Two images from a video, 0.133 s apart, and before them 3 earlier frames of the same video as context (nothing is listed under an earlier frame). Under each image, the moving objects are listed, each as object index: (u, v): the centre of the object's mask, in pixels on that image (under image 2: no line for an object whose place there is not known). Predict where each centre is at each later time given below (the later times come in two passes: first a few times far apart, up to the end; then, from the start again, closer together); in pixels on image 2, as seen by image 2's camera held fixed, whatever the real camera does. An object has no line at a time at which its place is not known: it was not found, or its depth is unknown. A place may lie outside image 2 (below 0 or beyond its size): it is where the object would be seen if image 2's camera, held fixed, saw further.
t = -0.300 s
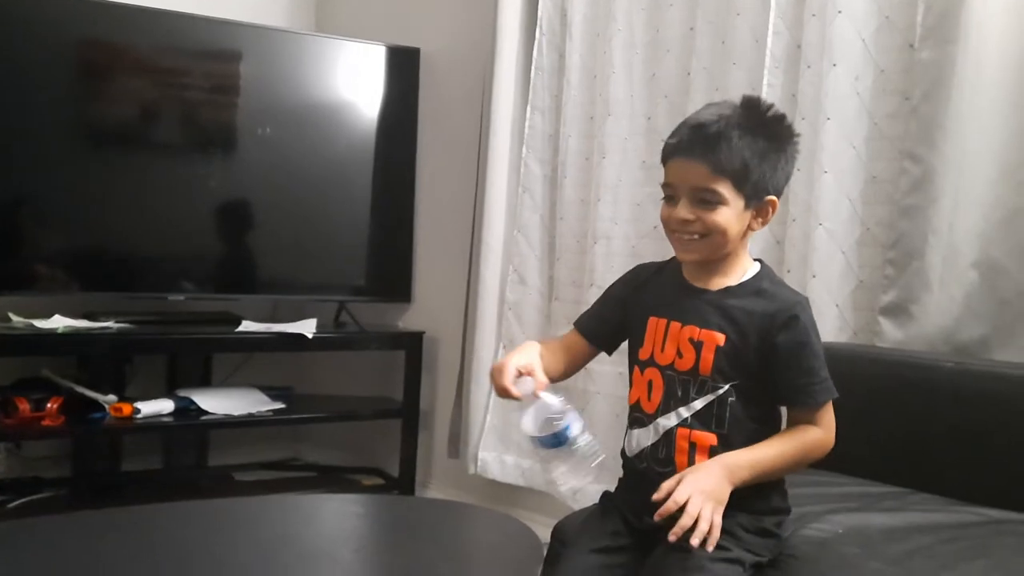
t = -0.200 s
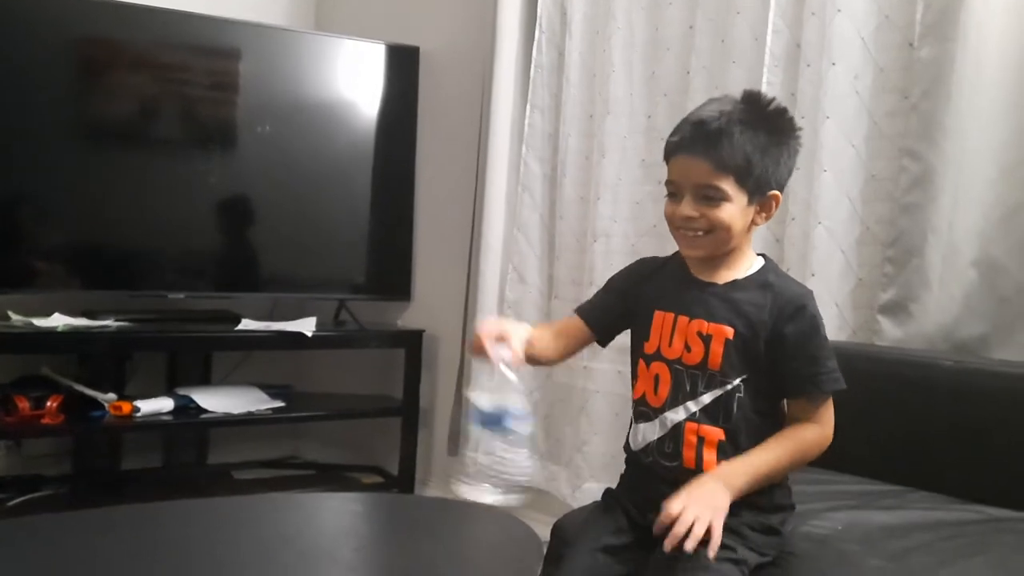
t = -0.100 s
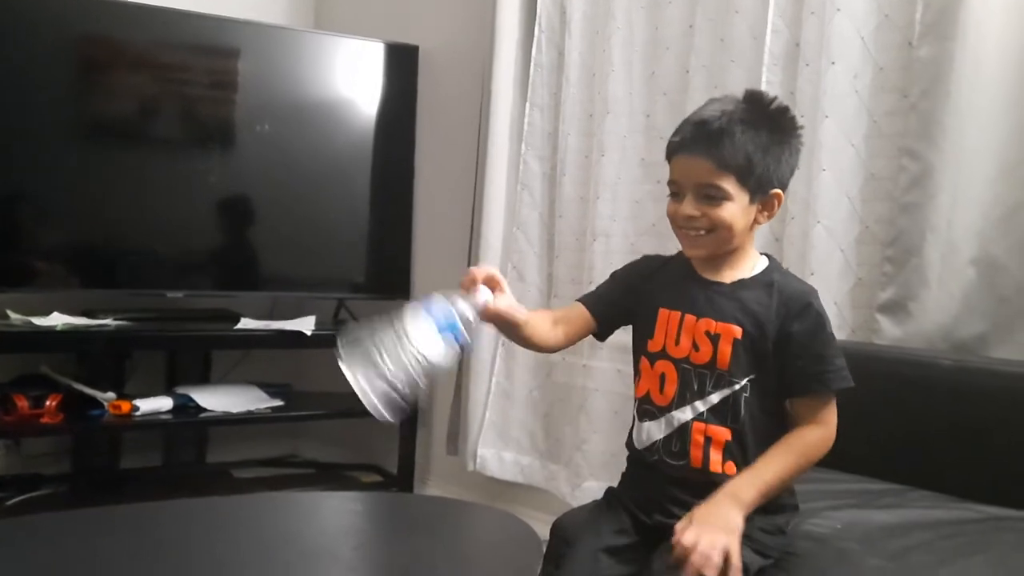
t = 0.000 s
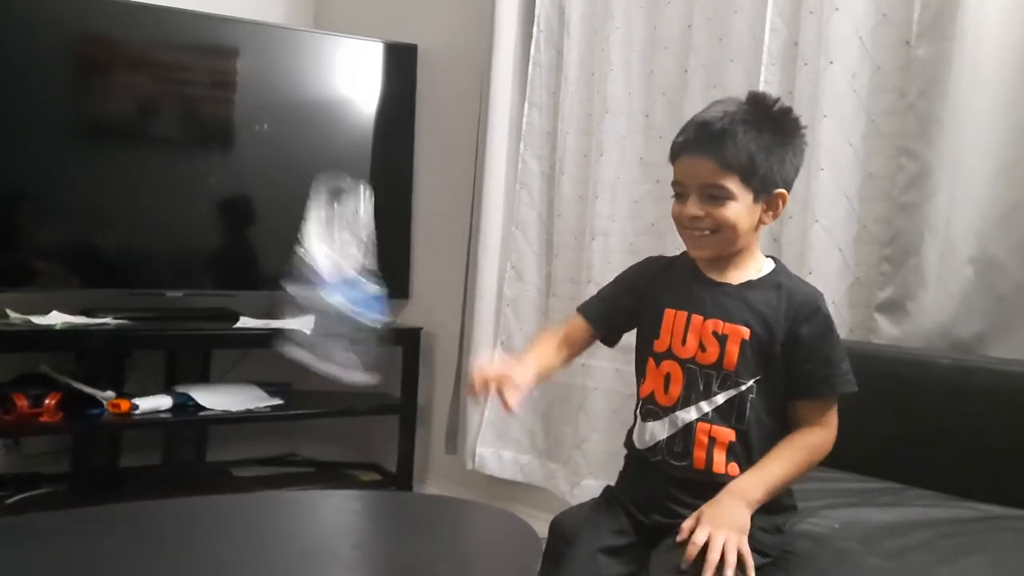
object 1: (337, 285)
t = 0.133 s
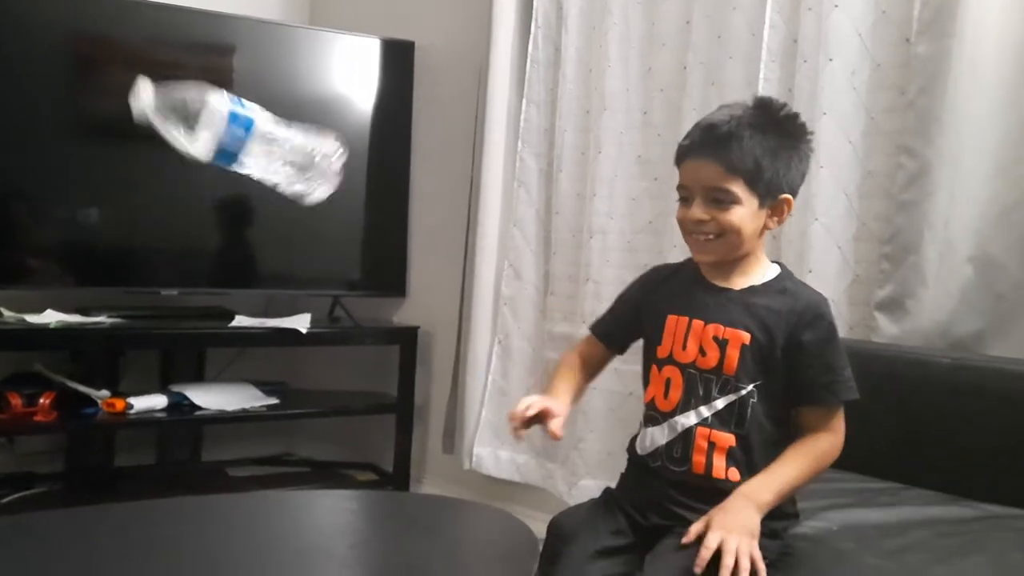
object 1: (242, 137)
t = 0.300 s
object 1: (167, 307)
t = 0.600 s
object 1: (48, 497)
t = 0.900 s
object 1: (47, 498)
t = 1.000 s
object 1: (53, 499)
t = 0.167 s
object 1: (234, 144)
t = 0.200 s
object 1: (220, 163)
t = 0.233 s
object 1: (202, 194)
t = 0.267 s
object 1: (184, 242)
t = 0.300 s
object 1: (167, 307)
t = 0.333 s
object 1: (145, 392)
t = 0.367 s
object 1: (122, 464)
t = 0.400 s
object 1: (103, 495)
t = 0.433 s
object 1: (92, 492)
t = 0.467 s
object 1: (83, 496)
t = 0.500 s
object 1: (74, 494)
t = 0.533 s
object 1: (64, 496)
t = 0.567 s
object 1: (56, 497)
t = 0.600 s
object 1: (48, 497)
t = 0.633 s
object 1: (44, 497)
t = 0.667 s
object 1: (42, 496)
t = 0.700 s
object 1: (41, 497)
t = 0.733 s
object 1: (42, 497)
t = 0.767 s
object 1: (42, 497)
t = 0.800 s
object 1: (43, 497)
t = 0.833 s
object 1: (42, 497)
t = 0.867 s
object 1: (41, 498)
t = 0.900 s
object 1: (47, 498)
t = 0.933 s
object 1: (55, 497)
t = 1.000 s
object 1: (53, 499)
